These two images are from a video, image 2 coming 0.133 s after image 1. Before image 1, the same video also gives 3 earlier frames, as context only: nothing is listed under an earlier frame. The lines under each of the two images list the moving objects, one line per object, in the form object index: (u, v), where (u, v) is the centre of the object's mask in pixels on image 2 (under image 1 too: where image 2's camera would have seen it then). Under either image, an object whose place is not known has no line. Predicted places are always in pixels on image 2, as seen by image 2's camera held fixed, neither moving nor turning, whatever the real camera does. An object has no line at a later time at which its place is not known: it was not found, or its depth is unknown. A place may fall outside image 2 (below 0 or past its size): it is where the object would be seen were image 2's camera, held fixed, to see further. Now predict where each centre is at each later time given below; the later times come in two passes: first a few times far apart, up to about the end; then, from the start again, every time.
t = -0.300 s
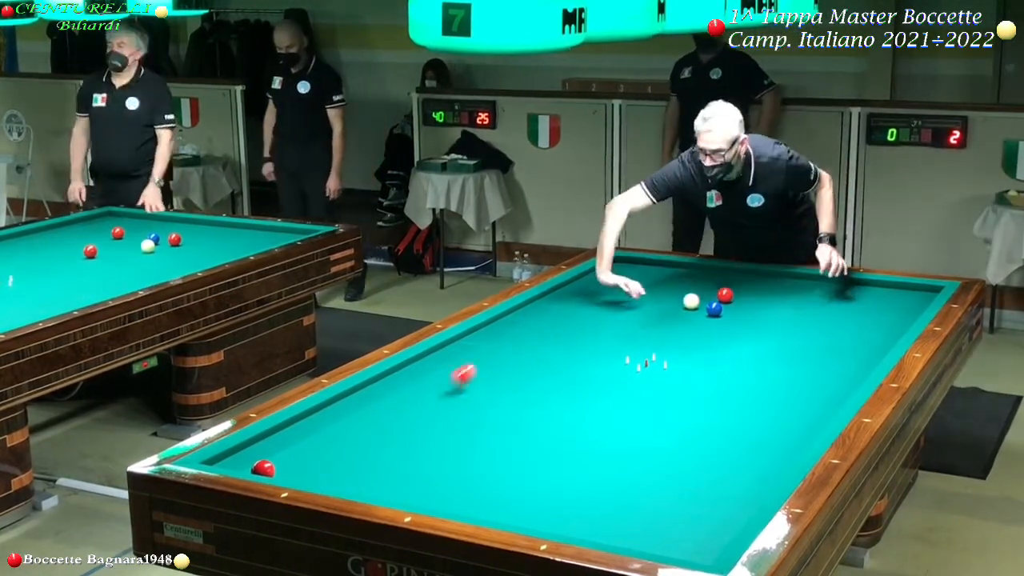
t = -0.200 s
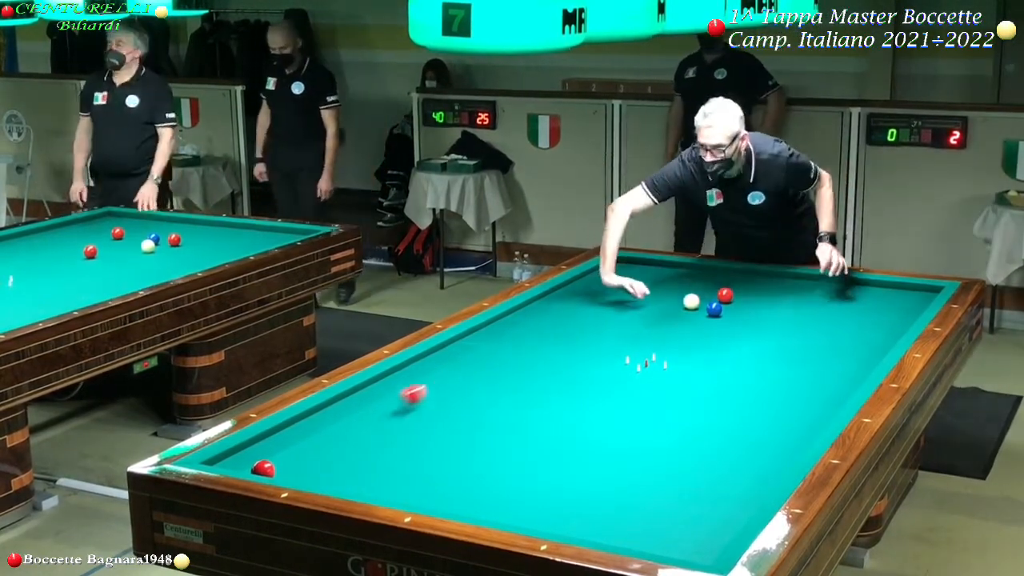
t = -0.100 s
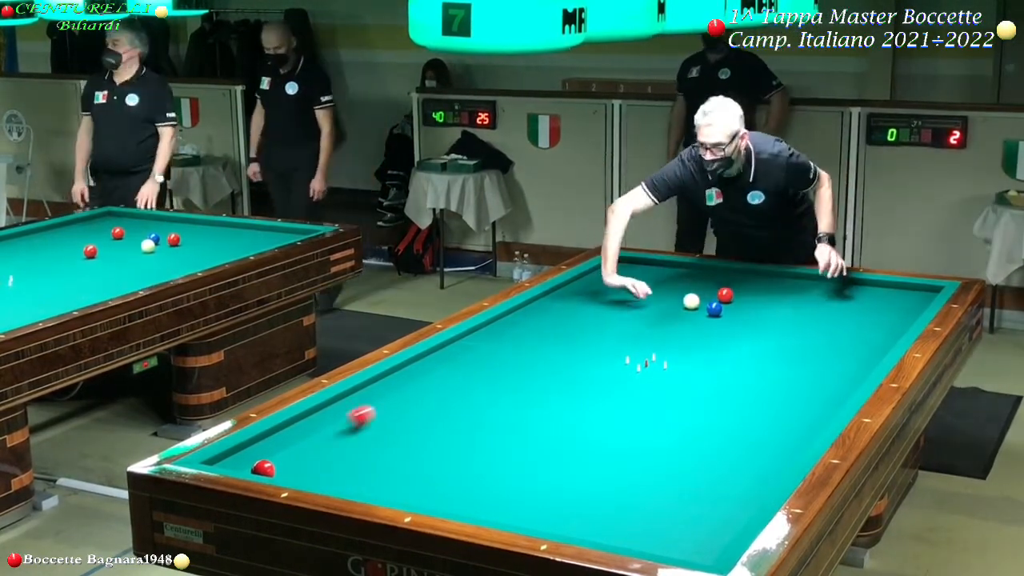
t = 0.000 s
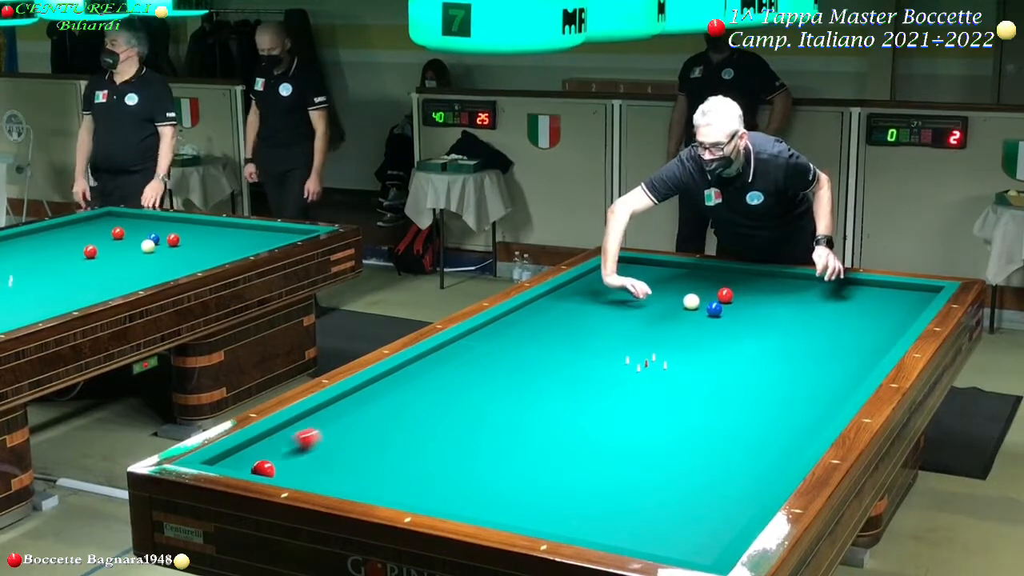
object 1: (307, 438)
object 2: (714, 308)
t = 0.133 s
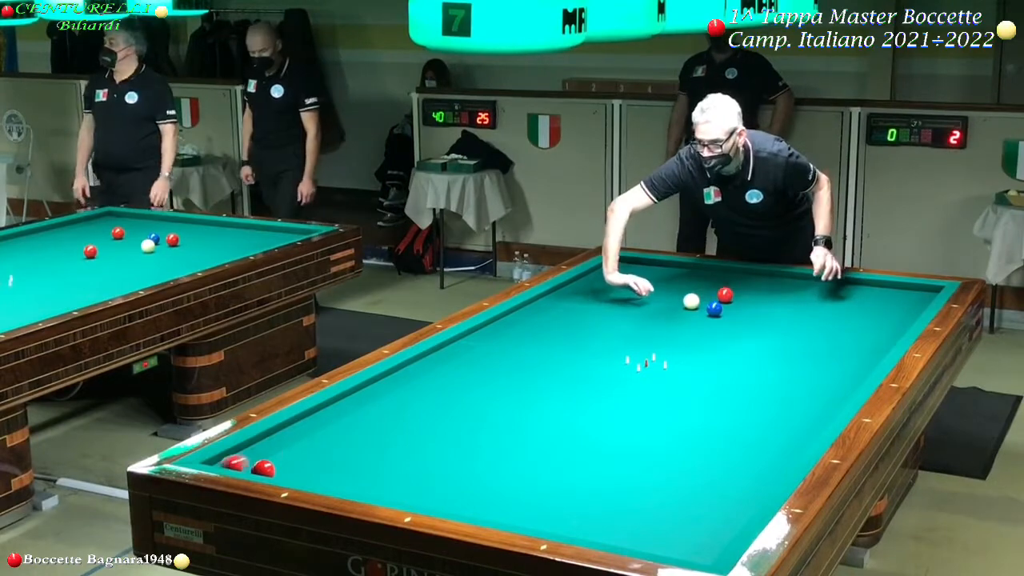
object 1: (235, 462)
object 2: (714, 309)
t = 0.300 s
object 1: (273, 437)
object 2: (714, 308)
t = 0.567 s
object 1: (336, 408)
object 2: (714, 308)
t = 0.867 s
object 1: (398, 384)
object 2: (714, 309)
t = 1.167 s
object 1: (452, 363)
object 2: (714, 308)
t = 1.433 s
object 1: (494, 346)
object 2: (714, 308)
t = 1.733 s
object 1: (537, 329)
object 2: (714, 308)
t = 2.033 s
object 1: (576, 314)
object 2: (714, 308)
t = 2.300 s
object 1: (607, 301)
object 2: (714, 308)
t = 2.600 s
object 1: (640, 289)
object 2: (714, 308)
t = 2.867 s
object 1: (666, 278)
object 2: (714, 308)
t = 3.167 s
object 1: (694, 268)
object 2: (714, 308)
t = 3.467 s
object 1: (700, 272)
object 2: (714, 308)
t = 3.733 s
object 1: (702, 279)
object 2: (714, 308)
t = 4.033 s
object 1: (705, 287)
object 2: (714, 308)
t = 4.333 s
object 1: (707, 295)
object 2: (714, 309)
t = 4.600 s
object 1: (709, 299)
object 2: (714, 308)
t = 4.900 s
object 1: (709, 305)
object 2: (718, 313)
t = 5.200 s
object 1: (708, 308)
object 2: (723, 319)
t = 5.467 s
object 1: (706, 310)
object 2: (727, 323)
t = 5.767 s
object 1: (705, 312)
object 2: (732, 329)
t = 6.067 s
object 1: (704, 313)
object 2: (737, 335)
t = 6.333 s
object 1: (703, 314)
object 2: (742, 339)
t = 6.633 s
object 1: (701, 315)
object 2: (747, 344)
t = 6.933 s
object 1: (701, 316)
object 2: (752, 349)
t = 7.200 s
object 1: (701, 317)
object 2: (756, 353)
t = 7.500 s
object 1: (700, 318)
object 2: (761, 357)
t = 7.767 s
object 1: (701, 318)
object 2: (765, 361)
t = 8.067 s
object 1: (700, 319)
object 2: (770, 365)
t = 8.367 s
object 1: (700, 319)
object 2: (774, 369)
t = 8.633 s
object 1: (700, 319)
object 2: (778, 372)
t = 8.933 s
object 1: (699, 319)
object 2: (781, 375)
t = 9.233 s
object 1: (699, 319)
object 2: (785, 378)
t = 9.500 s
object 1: (699, 319)
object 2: (788, 381)
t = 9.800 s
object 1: (699, 319)
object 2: (792, 383)
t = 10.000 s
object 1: (699, 319)
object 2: (794, 384)
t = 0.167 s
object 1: (239, 460)
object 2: (714, 308)
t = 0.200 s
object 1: (248, 455)
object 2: (714, 308)
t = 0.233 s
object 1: (256, 448)
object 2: (714, 308)
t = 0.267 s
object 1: (265, 442)
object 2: (714, 308)
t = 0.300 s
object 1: (273, 437)
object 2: (714, 308)
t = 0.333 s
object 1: (279, 432)
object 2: (714, 308)
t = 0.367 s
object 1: (288, 427)
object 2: (714, 308)
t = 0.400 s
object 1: (298, 424)
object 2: (714, 308)
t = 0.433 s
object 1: (306, 420)
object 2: (714, 308)
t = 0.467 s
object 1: (315, 417)
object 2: (714, 308)
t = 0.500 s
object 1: (322, 414)
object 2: (714, 308)
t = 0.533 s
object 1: (329, 411)
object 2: (714, 308)
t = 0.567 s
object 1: (336, 408)
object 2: (714, 308)
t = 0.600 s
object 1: (344, 405)
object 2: (714, 308)
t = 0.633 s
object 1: (351, 402)
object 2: (714, 308)
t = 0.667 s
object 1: (358, 400)
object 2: (714, 308)
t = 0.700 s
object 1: (365, 397)
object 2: (714, 308)
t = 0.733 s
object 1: (372, 394)
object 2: (714, 308)
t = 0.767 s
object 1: (378, 392)
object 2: (714, 308)
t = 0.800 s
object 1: (385, 389)
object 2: (714, 308)
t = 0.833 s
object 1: (392, 387)
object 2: (714, 308)
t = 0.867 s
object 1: (398, 384)
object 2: (714, 309)
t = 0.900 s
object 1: (404, 381)
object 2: (714, 308)
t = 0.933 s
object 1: (411, 379)
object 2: (714, 308)
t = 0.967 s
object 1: (416, 377)
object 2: (714, 308)
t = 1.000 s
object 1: (423, 374)
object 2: (714, 308)
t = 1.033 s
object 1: (428, 372)
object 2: (714, 308)
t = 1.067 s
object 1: (434, 370)
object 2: (714, 308)
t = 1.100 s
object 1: (440, 368)
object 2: (714, 308)
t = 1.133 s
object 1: (446, 365)
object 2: (714, 308)
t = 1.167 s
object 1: (452, 363)
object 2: (714, 308)
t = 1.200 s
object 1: (457, 361)
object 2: (714, 308)
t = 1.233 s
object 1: (462, 358)
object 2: (714, 308)
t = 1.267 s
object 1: (468, 356)
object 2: (714, 308)
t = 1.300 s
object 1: (474, 354)
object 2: (714, 308)
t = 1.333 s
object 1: (478, 352)
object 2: (714, 309)
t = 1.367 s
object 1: (484, 350)
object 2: (714, 308)
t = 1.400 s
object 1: (489, 348)
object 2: (714, 308)
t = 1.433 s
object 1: (494, 346)
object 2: (714, 308)
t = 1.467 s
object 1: (499, 344)
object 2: (714, 309)
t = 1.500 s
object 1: (504, 342)
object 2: (714, 308)
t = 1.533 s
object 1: (509, 340)
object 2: (714, 308)
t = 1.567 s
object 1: (514, 338)
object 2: (714, 308)
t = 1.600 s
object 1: (519, 336)
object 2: (714, 309)
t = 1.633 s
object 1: (523, 334)
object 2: (714, 308)
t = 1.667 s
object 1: (528, 333)
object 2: (714, 308)
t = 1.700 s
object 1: (532, 331)
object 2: (714, 308)
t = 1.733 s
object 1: (537, 329)
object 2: (714, 308)
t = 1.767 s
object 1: (541, 327)
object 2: (714, 308)
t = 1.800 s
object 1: (546, 325)
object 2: (714, 308)
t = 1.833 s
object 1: (550, 324)
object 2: (714, 309)
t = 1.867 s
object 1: (554, 322)
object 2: (714, 308)
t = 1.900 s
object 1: (559, 320)
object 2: (714, 308)
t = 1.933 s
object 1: (563, 319)
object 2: (714, 308)
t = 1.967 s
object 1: (567, 317)
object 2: (714, 308)
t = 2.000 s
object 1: (572, 315)
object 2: (714, 308)
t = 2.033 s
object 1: (576, 314)
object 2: (714, 308)
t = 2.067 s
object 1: (580, 312)
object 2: (714, 308)
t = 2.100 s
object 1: (584, 311)
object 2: (714, 308)
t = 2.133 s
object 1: (588, 309)
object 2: (714, 308)
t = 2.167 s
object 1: (592, 307)
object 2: (714, 308)
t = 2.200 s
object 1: (596, 306)
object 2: (714, 309)
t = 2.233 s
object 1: (600, 304)
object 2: (714, 308)
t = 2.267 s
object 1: (603, 303)
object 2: (714, 308)
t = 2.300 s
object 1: (607, 301)
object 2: (714, 308)
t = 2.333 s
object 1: (611, 300)
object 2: (714, 308)
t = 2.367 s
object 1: (615, 298)
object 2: (714, 309)
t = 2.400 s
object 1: (618, 297)
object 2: (714, 308)
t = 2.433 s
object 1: (622, 295)
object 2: (714, 308)
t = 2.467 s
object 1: (626, 294)
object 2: (714, 308)
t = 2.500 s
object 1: (629, 293)
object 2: (714, 308)
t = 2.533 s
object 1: (632, 291)
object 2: (714, 308)
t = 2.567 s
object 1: (636, 290)
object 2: (714, 308)
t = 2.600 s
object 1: (640, 289)
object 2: (714, 308)
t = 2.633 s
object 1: (643, 287)
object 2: (714, 308)
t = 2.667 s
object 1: (646, 286)
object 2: (714, 308)
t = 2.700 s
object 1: (650, 285)
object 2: (714, 308)
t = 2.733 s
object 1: (653, 283)
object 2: (714, 308)
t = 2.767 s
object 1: (656, 282)
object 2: (714, 308)
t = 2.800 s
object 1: (660, 281)
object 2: (714, 308)
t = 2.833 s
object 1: (663, 280)
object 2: (714, 308)
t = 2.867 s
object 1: (666, 278)
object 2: (714, 308)
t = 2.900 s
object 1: (669, 277)
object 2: (714, 308)
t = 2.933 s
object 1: (672, 276)
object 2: (714, 308)
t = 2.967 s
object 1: (675, 275)
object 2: (714, 308)
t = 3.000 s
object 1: (679, 273)
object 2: (714, 308)
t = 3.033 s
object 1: (682, 272)
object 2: (714, 308)
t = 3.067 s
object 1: (685, 271)
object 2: (714, 309)
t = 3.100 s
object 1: (688, 270)
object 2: (714, 309)
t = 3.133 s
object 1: (691, 269)
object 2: (714, 309)
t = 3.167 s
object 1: (694, 268)
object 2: (714, 308)
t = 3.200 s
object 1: (697, 266)
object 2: (714, 308)
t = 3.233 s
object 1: (698, 266)
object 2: (714, 308)
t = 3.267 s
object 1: (698, 267)
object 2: (714, 308)
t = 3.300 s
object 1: (698, 268)
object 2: (714, 308)
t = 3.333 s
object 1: (698, 269)
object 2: (714, 308)
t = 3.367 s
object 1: (699, 270)
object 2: (714, 308)
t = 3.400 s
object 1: (699, 270)
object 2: (714, 308)
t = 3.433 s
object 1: (699, 271)
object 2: (714, 308)
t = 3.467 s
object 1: (700, 272)
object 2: (714, 308)
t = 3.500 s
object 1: (700, 273)
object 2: (714, 309)
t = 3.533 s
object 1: (700, 274)
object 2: (714, 308)
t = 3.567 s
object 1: (700, 275)
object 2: (714, 308)
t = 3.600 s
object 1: (701, 276)
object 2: (714, 308)
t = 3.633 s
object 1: (701, 277)
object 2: (714, 309)
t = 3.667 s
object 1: (701, 278)
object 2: (714, 308)
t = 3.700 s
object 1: (702, 279)
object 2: (714, 308)
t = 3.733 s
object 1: (702, 279)
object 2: (714, 308)
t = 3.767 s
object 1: (702, 280)
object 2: (714, 308)
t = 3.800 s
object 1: (702, 281)
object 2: (714, 308)
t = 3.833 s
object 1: (703, 282)
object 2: (714, 308)
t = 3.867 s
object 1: (703, 283)
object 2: (714, 308)
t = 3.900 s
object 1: (704, 283)
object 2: (714, 308)
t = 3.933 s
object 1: (704, 284)
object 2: (714, 308)
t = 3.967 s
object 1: (704, 285)
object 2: (714, 308)
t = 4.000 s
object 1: (704, 286)
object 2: (714, 309)
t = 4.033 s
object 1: (705, 287)
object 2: (714, 308)
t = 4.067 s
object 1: (705, 288)
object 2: (714, 309)
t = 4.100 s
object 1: (705, 289)
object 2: (714, 308)
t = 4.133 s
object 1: (706, 290)
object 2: (714, 308)
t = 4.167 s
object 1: (706, 290)
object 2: (714, 308)
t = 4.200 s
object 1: (706, 291)
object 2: (714, 308)
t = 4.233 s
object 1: (706, 292)
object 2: (714, 308)
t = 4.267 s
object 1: (706, 293)
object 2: (714, 309)
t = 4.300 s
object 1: (707, 294)
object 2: (714, 309)
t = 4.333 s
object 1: (707, 295)
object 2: (714, 309)
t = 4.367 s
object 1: (707, 296)
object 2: (714, 309)
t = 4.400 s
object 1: (708, 296)
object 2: (714, 309)
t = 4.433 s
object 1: (708, 297)
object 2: (714, 309)
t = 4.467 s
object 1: (708, 297)
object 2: (714, 309)
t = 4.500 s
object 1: (709, 298)
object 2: (714, 309)
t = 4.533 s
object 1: (708, 298)
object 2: (714, 309)
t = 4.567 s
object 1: (709, 299)
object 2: (714, 309)
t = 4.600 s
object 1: (709, 299)
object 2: (714, 308)
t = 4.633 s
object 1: (709, 300)
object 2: (714, 309)
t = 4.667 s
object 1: (709, 301)
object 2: (714, 309)
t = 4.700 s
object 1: (708, 302)
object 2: (714, 309)
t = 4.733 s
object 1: (708, 302)
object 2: (715, 309)
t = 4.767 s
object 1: (708, 303)
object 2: (716, 310)
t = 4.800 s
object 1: (708, 304)
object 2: (716, 310)
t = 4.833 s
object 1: (708, 304)
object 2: (717, 311)
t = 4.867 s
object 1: (708, 304)
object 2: (717, 312)
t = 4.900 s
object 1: (709, 305)
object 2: (718, 313)
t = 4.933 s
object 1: (709, 306)
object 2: (718, 313)
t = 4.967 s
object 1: (709, 306)
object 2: (719, 314)
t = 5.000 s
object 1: (708, 307)
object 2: (719, 314)
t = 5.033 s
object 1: (709, 307)
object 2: (720, 315)
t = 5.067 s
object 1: (709, 307)
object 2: (721, 316)
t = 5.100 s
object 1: (709, 307)
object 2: (721, 316)
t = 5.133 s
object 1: (709, 308)
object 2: (722, 318)
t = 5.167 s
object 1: (709, 308)
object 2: (722, 318)
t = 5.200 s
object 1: (708, 308)
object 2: (723, 319)
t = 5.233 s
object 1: (708, 308)
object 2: (723, 319)
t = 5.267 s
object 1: (708, 309)
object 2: (724, 320)
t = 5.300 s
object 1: (708, 308)
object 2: (725, 320)
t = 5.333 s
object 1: (708, 309)
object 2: (725, 320)
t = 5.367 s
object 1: (707, 309)
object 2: (726, 321)
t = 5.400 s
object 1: (707, 310)
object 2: (727, 322)
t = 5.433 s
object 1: (707, 310)
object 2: (727, 323)
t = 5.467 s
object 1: (706, 310)
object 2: (727, 323)
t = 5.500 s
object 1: (706, 310)
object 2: (728, 323)
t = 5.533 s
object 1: (706, 310)
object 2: (728, 325)
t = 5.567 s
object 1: (706, 311)
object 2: (729, 326)
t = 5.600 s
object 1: (706, 311)
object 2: (729, 326)
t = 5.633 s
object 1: (705, 311)
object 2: (730, 326)
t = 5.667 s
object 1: (705, 311)
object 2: (731, 327)
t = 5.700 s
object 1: (705, 311)
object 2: (731, 328)
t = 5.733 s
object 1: (705, 311)
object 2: (732, 329)
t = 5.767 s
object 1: (705, 312)
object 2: (732, 329)
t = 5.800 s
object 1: (705, 312)
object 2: (733, 330)
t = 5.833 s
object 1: (704, 312)
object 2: (733, 331)
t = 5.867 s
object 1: (705, 312)
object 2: (734, 331)
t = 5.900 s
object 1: (704, 313)
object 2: (735, 332)
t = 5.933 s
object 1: (705, 313)
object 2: (735, 332)
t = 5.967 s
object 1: (704, 313)
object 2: (736, 333)
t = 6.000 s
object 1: (704, 313)
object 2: (736, 333)
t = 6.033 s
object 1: (704, 313)
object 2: (737, 334)
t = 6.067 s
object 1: (704, 313)
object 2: (737, 335)
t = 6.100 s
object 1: (704, 313)
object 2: (738, 335)
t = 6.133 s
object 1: (703, 313)
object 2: (739, 335)
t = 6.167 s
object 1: (704, 313)
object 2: (739, 336)
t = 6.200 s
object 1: (703, 314)
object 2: (740, 337)
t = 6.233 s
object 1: (703, 314)
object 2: (740, 337)
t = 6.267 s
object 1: (703, 314)
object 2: (741, 338)
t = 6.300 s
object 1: (703, 314)
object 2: (741, 339)
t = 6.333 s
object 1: (703, 314)
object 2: (742, 339)
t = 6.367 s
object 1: (702, 314)
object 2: (743, 339)
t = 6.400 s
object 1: (702, 314)
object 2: (743, 340)
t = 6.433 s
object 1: (702, 314)
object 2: (743, 340)
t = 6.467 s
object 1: (702, 315)
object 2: (744, 341)
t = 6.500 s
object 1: (702, 315)
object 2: (745, 342)
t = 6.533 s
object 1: (702, 315)
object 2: (745, 342)
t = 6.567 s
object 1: (702, 315)
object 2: (746, 343)
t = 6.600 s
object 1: (702, 315)
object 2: (746, 343)
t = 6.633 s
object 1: (701, 315)
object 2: (747, 344)
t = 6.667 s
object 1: (701, 316)
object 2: (748, 344)
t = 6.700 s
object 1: (701, 315)
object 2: (748, 345)
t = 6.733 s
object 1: (701, 315)
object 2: (749, 346)
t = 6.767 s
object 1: (701, 316)
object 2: (749, 346)
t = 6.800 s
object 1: (701, 316)
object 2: (750, 346)
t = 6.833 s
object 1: (701, 316)
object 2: (750, 347)
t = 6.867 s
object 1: (701, 316)
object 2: (751, 347)
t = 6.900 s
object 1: (701, 316)
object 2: (751, 348)
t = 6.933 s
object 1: (701, 316)
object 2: (752, 349)
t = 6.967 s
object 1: (701, 316)
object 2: (752, 349)
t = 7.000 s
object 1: (701, 316)
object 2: (753, 349)
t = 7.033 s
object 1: (701, 316)
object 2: (754, 350)
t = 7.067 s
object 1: (701, 317)
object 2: (754, 351)
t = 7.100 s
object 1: (701, 317)
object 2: (755, 352)
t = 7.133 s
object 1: (701, 317)
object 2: (755, 352)
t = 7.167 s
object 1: (701, 317)
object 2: (756, 352)
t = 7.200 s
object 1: (701, 317)
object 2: (756, 353)
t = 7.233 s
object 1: (701, 317)
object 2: (757, 353)
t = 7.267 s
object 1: (701, 317)
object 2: (757, 354)
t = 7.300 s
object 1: (701, 317)
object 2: (758, 355)
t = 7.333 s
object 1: (700, 317)
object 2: (758, 355)
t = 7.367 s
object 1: (701, 317)
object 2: (759, 355)
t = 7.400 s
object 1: (701, 317)
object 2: (759, 356)
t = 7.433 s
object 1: (700, 318)
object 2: (760, 357)
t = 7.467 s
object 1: (701, 318)
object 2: (760, 357)
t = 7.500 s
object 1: (700, 318)
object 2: (761, 357)
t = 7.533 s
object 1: (700, 318)
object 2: (761, 358)
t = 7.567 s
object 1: (701, 318)
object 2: (762, 358)
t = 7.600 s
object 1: (701, 318)
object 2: (762, 359)
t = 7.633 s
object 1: (700, 318)
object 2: (763, 359)
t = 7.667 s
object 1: (700, 318)
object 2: (763, 360)
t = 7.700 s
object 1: (701, 318)
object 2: (764, 360)
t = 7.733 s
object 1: (701, 318)
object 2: (764, 360)
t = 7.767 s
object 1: (701, 318)
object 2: (765, 361)
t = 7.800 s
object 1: (700, 318)
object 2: (766, 362)
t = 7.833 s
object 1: (700, 318)
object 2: (766, 362)
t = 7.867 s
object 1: (700, 318)
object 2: (767, 363)
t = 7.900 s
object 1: (700, 318)
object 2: (767, 363)
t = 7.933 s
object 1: (701, 319)
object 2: (767, 363)
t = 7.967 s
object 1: (700, 318)
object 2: (768, 364)
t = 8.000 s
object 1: (700, 318)
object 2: (769, 364)
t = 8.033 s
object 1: (701, 318)
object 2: (769, 365)
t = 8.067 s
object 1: (700, 319)
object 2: (770, 365)
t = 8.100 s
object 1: (700, 319)
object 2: (770, 365)
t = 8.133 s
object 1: (700, 318)
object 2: (771, 366)
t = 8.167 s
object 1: (700, 319)
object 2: (771, 367)
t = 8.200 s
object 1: (700, 319)
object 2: (772, 367)
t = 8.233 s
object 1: (700, 319)
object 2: (772, 367)
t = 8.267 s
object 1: (700, 319)
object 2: (773, 368)
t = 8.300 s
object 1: (700, 319)
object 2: (773, 368)
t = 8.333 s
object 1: (700, 319)
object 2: (774, 368)
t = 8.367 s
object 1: (700, 319)
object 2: (774, 369)
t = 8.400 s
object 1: (700, 319)
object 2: (775, 370)
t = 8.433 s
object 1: (700, 319)
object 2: (775, 370)
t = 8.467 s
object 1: (700, 319)
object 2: (776, 370)
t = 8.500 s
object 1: (700, 319)
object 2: (776, 371)
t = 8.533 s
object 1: (700, 319)
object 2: (776, 371)
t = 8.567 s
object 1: (700, 319)
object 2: (777, 371)
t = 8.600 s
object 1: (700, 319)
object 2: (777, 372)
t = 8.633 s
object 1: (700, 319)
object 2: (778, 372)
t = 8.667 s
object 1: (700, 319)
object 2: (778, 373)
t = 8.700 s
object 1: (700, 319)
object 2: (779, 373)
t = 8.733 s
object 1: (700, 319)
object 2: (779, 373)
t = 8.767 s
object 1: (699, 319)
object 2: (779, 374)
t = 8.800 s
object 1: (699, 319)
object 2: (780, 374)
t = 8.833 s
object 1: (699, 319)
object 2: (780, 374)
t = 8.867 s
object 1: (699, 319)
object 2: (781, 374)
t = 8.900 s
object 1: (699, 319)
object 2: (781, 375)
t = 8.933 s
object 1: (699, 319)
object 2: (781, 375)
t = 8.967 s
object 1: (699, 319)
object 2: (782, 376)
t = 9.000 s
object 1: (699, 319)
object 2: (782, 376)
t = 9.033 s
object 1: (699, 319)
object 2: (783, 376)
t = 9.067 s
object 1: (699, 319)
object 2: (783, 377)
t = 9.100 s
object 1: (699, 319)
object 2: (784, 377)
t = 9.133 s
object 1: (699, 319)
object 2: (784, 377)
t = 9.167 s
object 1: (699, 319)
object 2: (785, 377)
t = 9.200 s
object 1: (699, 319)
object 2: (785, 378)
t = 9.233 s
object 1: (699, 319)
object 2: (785, 378)
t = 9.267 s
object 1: (699, 319)
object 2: (786, 379)
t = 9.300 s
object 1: (699, 319)
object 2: (786, 379)
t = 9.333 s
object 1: (699, 319)
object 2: (786, 379)
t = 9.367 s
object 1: (699, 319)
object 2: (787, 379)
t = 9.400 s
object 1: (699, 319)
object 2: (787, 379)
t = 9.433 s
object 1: (699, 319)
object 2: (787, 380)
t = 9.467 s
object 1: (699, 319)
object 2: (788, 380)
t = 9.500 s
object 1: (699, 319)
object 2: (788, 381)
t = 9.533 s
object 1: (699, 319)
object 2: (789, 381)
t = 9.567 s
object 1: (699, 319)
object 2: (789, 381)
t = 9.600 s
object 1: (699, 319)
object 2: (790, 381)
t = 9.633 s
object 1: (699, 319)
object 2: (790, 382)
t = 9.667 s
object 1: (699, 319)
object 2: (790, 382)
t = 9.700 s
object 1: (699, 319)
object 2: (791, 382)
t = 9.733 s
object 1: (699, 319)
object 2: (791, 383)
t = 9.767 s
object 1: (699, 319)
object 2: (792, 383)
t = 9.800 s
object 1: (699, 319)
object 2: (792, 383)
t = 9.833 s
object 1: (699, 319)
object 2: (793, 383)
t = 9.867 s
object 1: (699, 319)
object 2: (793, 383)
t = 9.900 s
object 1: (699, 319)
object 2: (793, 383)
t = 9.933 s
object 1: (699, 319)
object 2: (793, 384)
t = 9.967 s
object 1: (699, 319)
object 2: (794, 384)
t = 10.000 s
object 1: (699, 319)
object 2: (794, 384)
